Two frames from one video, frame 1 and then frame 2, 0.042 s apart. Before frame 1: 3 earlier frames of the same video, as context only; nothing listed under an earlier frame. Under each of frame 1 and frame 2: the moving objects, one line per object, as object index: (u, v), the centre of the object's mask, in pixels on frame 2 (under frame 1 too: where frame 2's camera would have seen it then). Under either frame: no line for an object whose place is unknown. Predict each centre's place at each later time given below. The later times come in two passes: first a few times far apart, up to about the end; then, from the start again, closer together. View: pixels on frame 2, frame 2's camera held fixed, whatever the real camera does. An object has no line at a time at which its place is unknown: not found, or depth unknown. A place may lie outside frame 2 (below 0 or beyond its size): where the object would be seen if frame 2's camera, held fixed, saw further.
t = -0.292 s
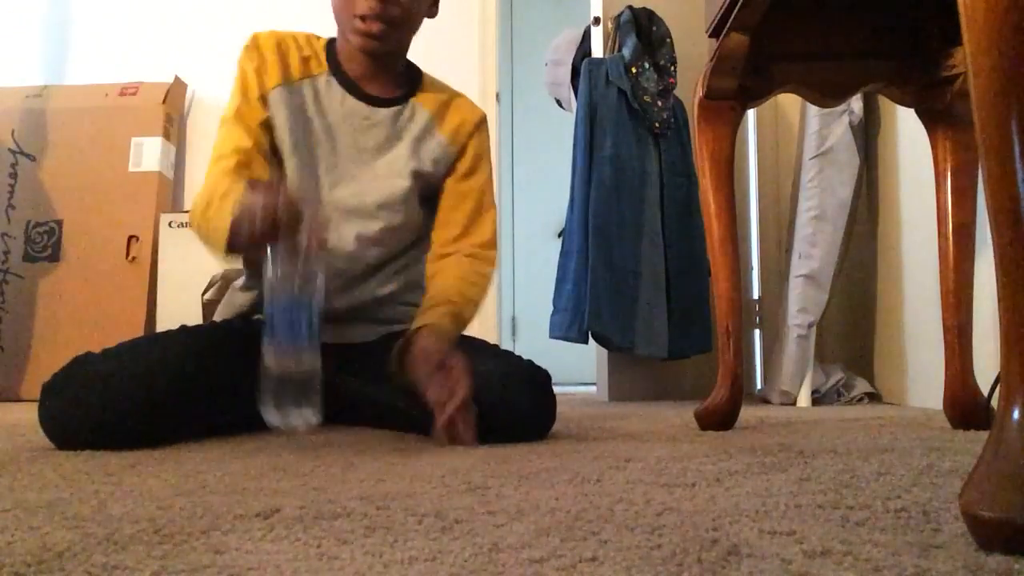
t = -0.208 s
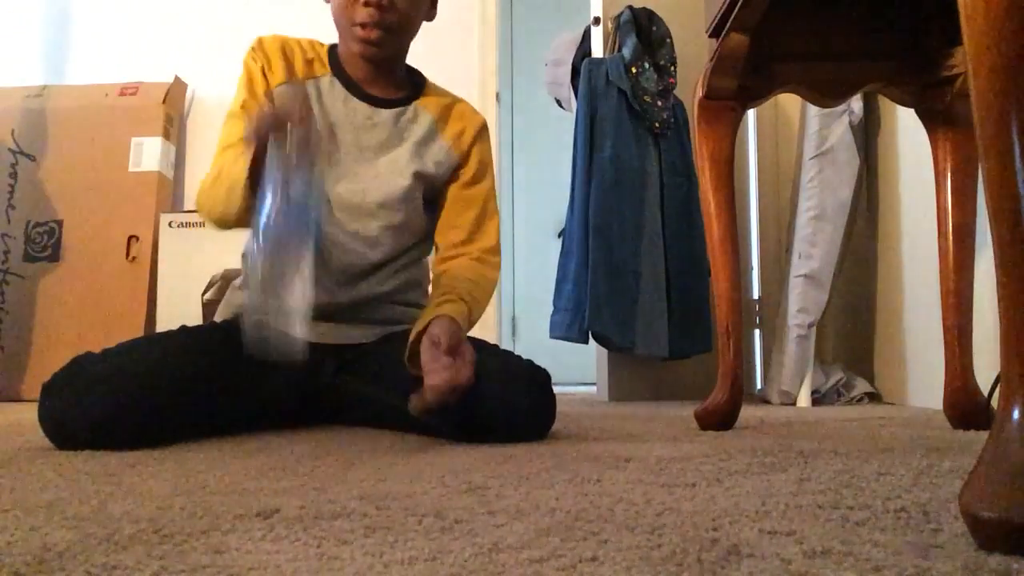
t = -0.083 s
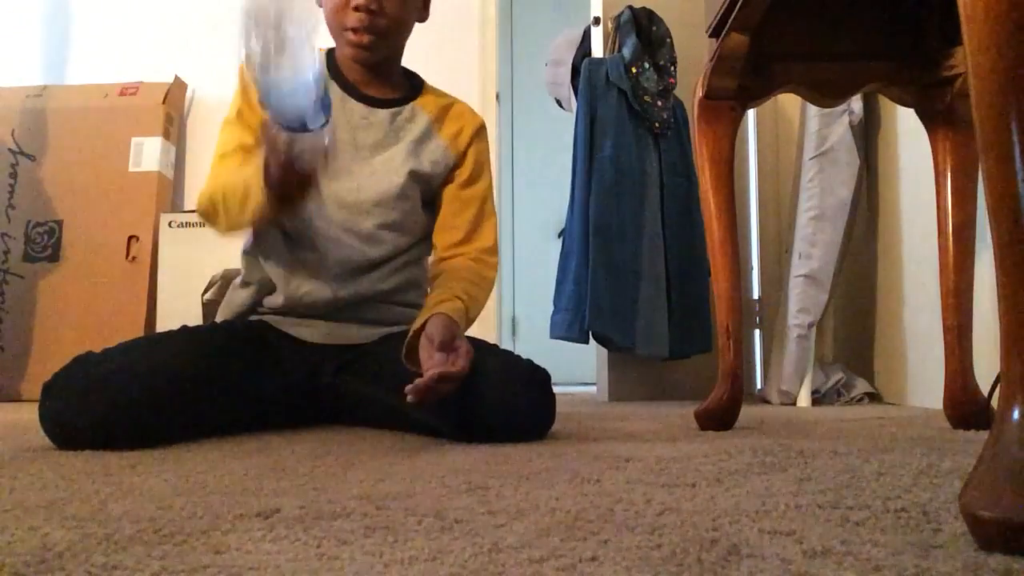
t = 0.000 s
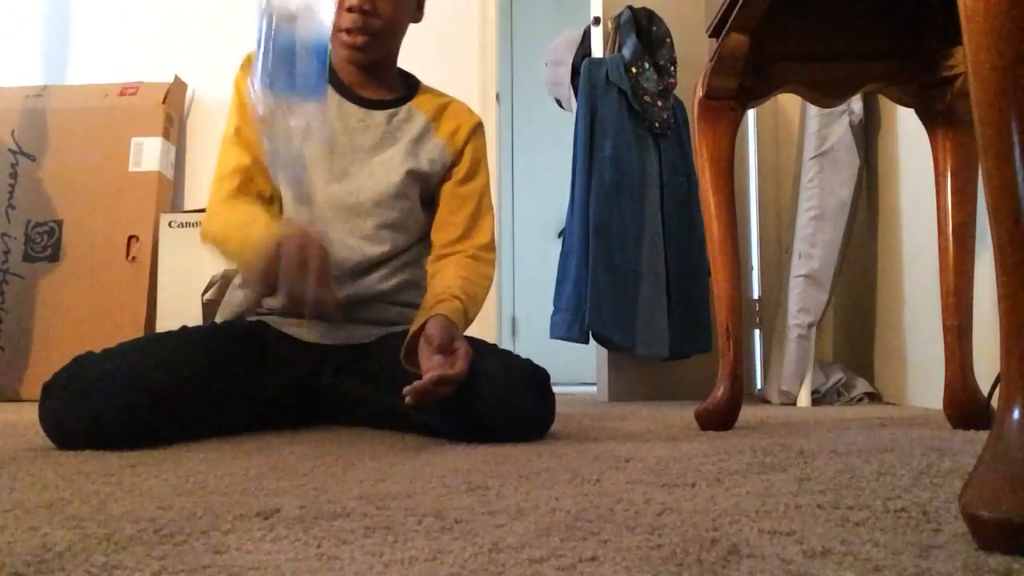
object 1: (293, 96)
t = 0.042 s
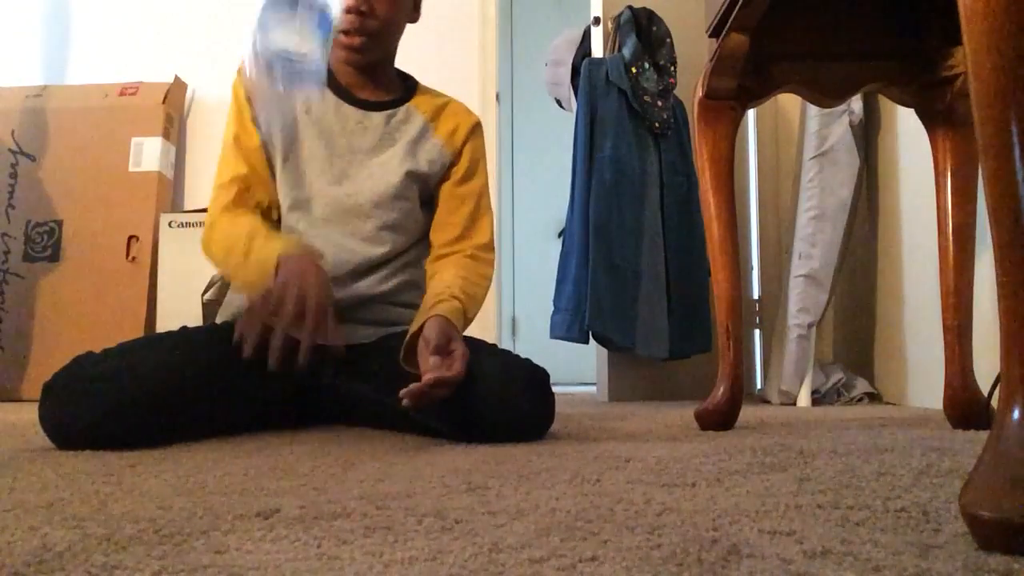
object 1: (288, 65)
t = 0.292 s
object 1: (321, 385)
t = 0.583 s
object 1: (325, 460)
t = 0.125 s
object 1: (303, 53)
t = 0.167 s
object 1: (303, 104)
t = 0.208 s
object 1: (312, 191)
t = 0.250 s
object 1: (321, 298)
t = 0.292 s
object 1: (321, 385)
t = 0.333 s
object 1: (322, 456)
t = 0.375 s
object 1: (324, 457)
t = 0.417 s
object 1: (326, 459)
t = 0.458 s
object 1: (327, 460)
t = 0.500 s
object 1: (328, 460)
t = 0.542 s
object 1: (326, 460)
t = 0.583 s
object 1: (325, 460)
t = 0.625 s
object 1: (325, 460)
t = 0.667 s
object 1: (325, 460)
